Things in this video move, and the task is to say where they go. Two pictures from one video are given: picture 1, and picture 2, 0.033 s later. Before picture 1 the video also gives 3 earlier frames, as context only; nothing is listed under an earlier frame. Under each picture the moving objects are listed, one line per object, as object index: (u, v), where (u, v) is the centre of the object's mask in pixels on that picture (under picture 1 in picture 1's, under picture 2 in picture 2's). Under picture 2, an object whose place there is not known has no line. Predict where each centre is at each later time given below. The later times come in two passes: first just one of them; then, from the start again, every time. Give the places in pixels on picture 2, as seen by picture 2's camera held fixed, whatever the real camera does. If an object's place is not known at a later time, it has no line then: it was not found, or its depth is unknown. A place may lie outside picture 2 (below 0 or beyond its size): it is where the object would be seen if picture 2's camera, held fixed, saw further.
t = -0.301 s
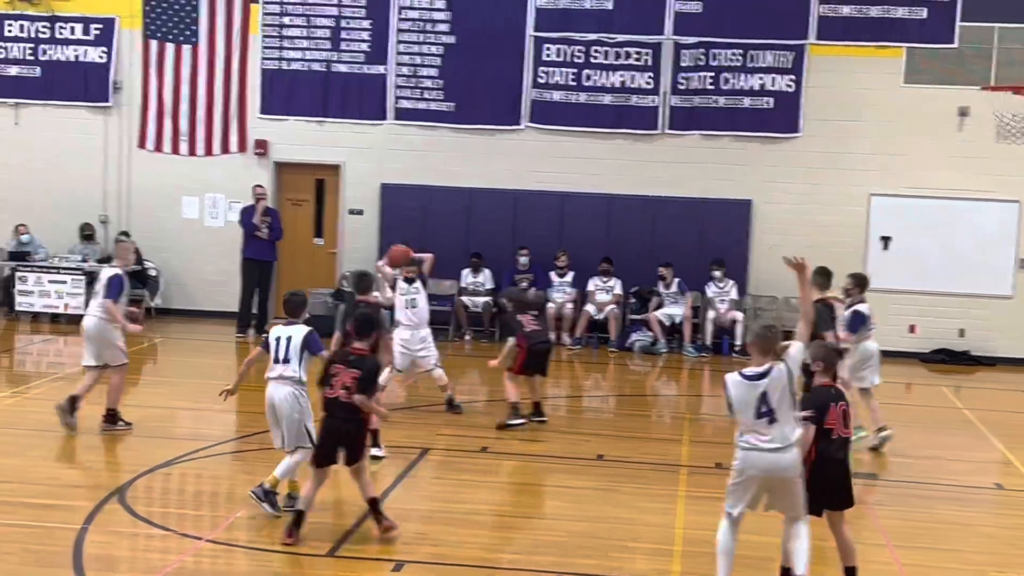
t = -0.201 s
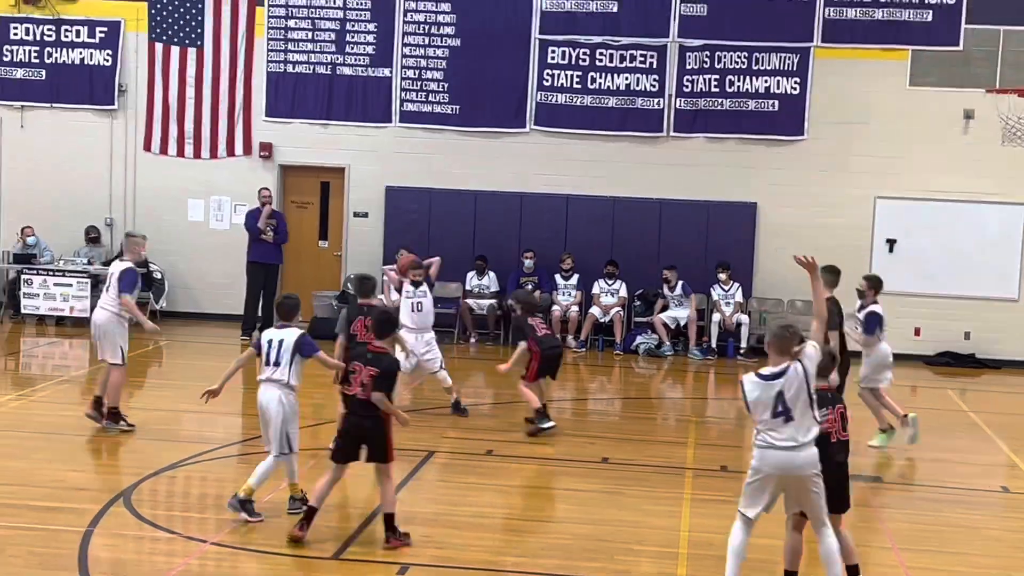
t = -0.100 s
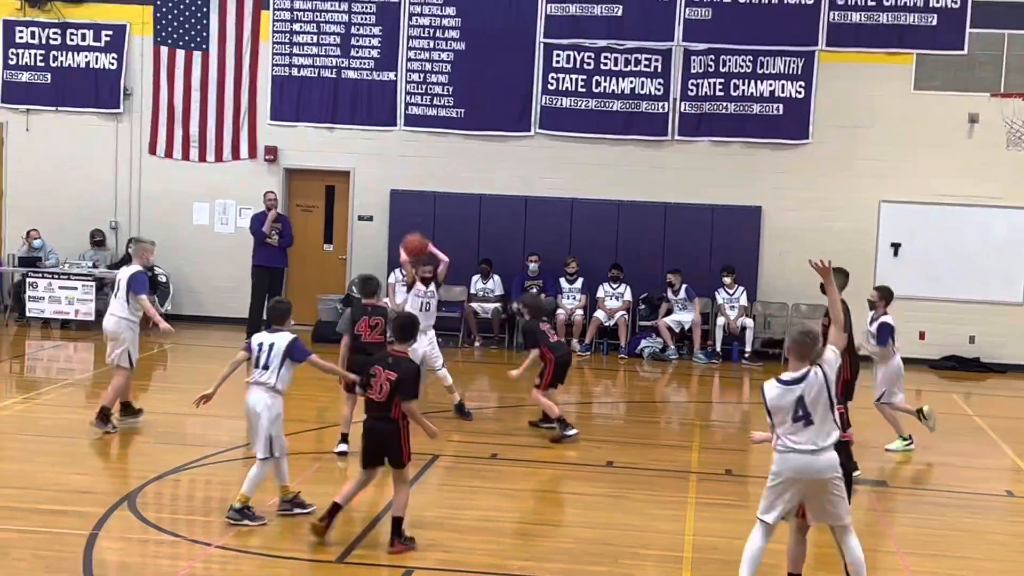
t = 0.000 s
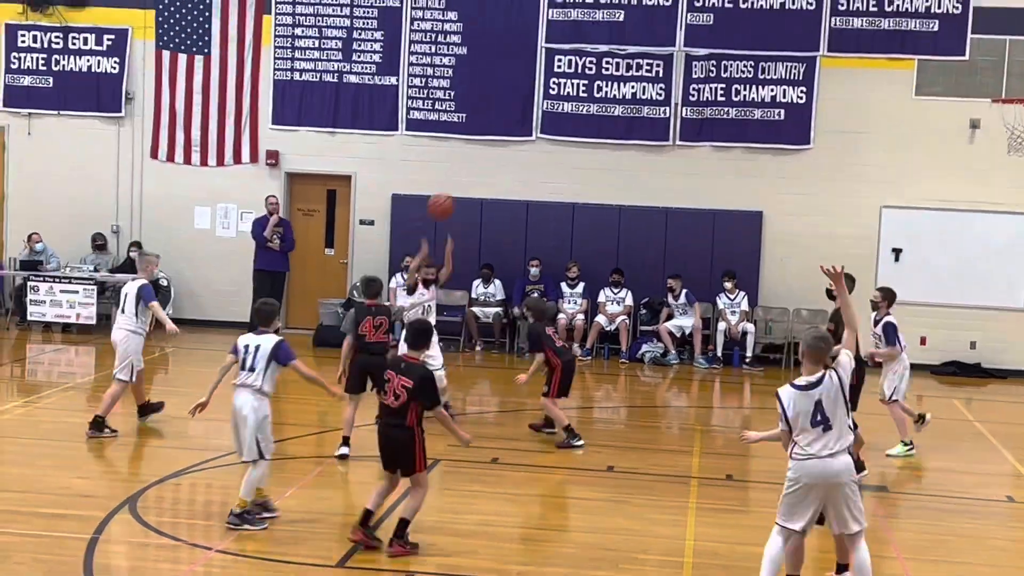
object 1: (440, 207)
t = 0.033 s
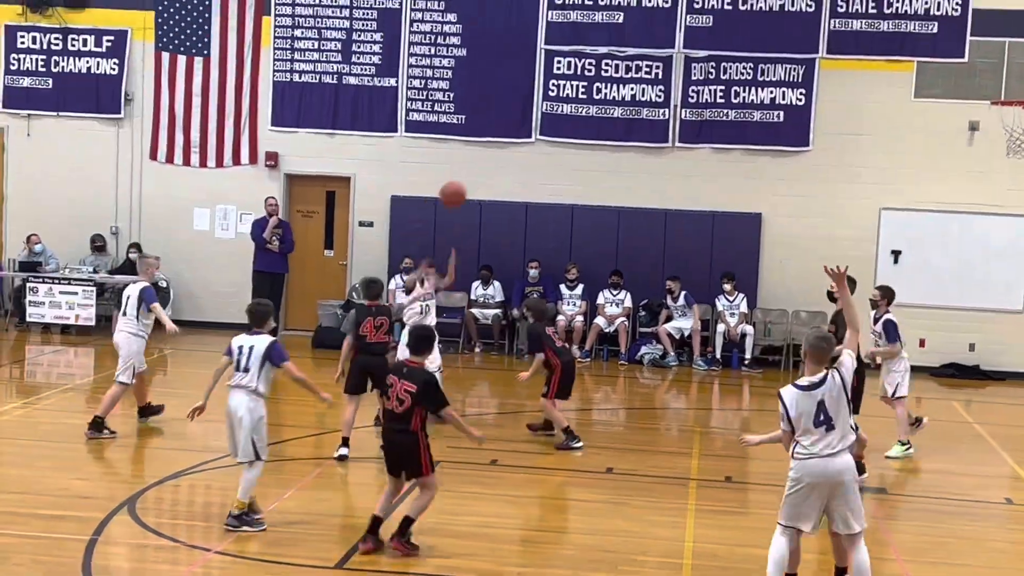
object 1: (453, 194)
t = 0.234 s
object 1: (537, 137)
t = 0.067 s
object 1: (467, 182)
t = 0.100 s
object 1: (479, 171)
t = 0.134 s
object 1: (493, 162)
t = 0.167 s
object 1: (507, 153)
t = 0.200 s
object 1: (522, 144)
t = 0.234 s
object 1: (537, 137)
